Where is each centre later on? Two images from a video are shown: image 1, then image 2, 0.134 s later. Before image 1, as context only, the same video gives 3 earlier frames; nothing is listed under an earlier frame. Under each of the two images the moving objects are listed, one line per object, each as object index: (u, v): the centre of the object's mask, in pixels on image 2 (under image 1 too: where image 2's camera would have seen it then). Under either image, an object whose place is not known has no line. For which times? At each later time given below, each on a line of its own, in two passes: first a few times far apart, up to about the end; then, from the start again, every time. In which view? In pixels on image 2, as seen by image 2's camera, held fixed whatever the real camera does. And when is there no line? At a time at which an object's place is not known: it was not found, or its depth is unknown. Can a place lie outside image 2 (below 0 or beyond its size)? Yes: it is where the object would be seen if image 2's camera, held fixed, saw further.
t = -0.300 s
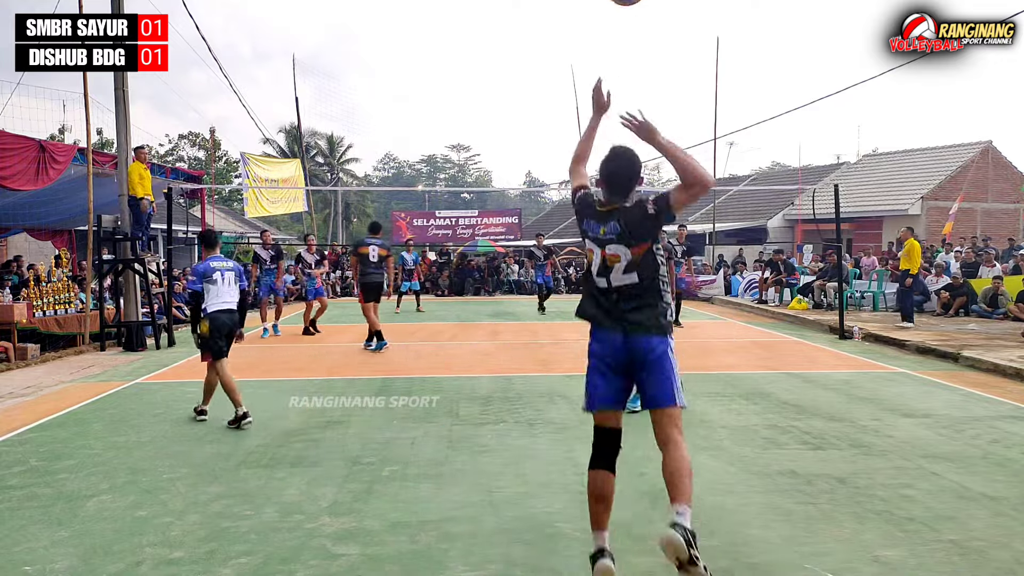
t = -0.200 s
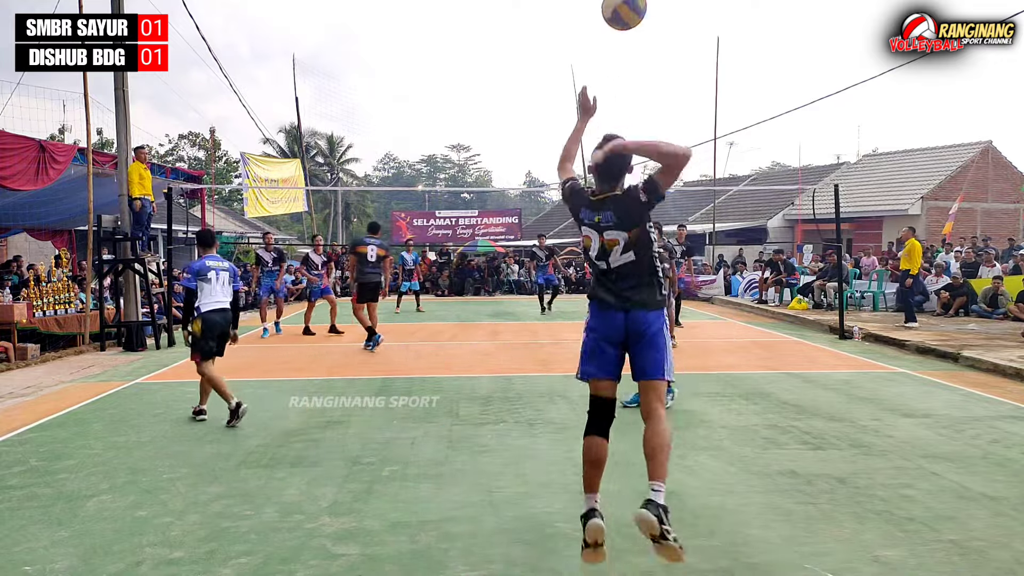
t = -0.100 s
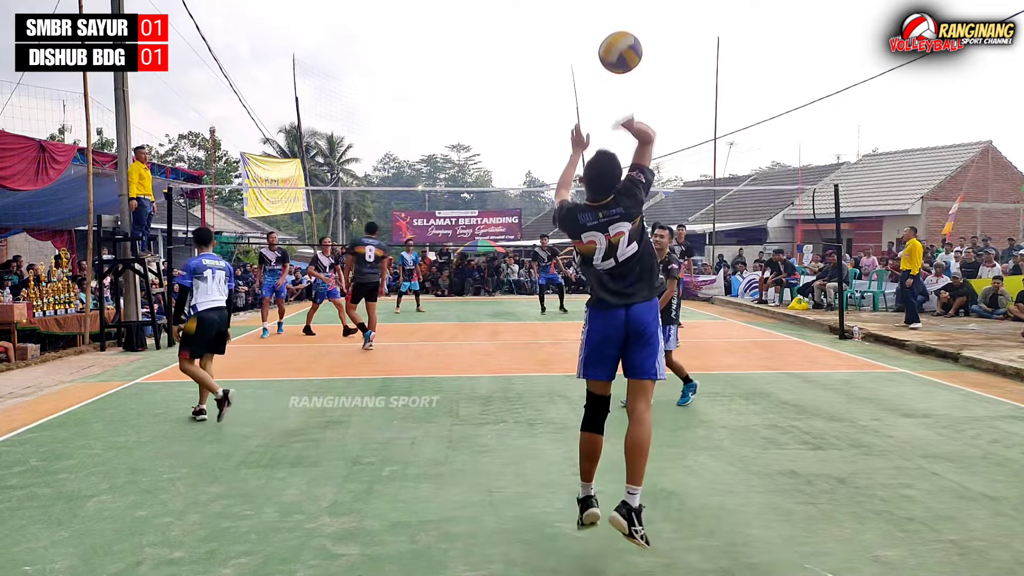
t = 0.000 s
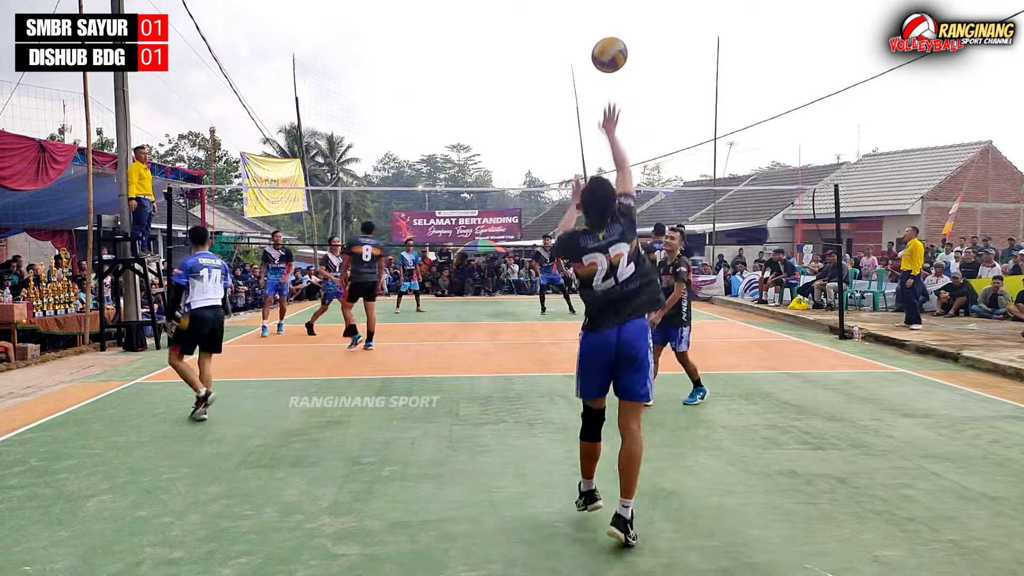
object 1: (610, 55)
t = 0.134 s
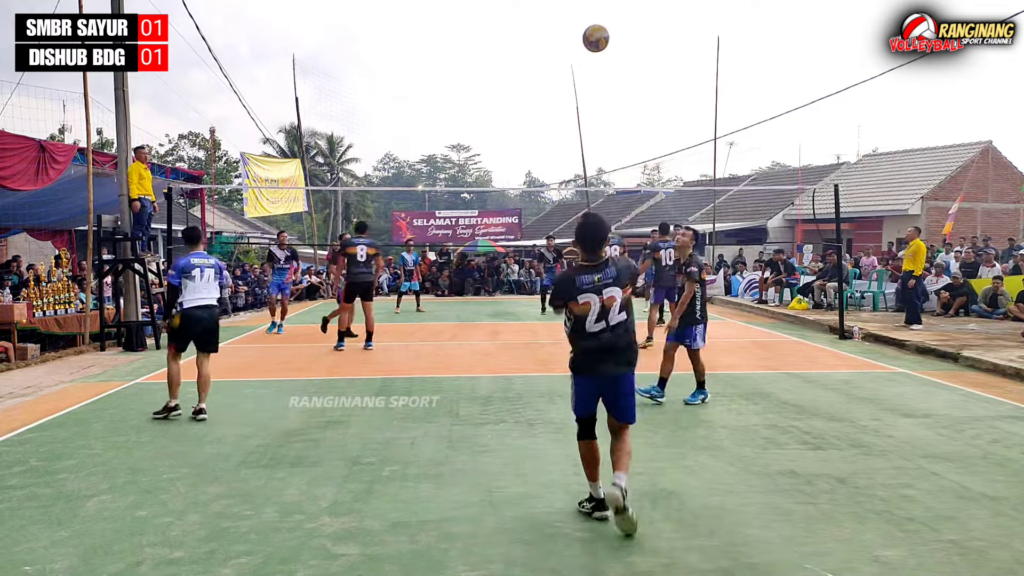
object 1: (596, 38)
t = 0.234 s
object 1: (591, 41)
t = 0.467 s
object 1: (590, 70)
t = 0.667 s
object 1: (593, 110)
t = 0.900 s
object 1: (596, 169)
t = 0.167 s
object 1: (594, 38)
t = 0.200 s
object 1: (592, 39)
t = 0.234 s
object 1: (591, 41)
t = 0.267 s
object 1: (590, 43)
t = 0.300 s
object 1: (589, 46)
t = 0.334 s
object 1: (589, 50)
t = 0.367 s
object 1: (589, 55)
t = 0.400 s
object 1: (589, 59)
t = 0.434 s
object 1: (589, 65)
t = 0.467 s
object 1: (590, 70)
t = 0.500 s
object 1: (590, 76)
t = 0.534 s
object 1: (591, 82)
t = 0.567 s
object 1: (591, 89)
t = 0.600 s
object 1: (591, 96)
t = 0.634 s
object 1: (592, 103)
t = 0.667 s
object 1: (593, 110)
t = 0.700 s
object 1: (593, 118)
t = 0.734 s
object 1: (594, 126)
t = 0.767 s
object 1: (595, 134)
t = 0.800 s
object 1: (595, 143)
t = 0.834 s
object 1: (596, 151)
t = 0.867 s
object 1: (596, 161)
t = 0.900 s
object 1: (596, 169)
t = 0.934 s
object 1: (596, 180)
